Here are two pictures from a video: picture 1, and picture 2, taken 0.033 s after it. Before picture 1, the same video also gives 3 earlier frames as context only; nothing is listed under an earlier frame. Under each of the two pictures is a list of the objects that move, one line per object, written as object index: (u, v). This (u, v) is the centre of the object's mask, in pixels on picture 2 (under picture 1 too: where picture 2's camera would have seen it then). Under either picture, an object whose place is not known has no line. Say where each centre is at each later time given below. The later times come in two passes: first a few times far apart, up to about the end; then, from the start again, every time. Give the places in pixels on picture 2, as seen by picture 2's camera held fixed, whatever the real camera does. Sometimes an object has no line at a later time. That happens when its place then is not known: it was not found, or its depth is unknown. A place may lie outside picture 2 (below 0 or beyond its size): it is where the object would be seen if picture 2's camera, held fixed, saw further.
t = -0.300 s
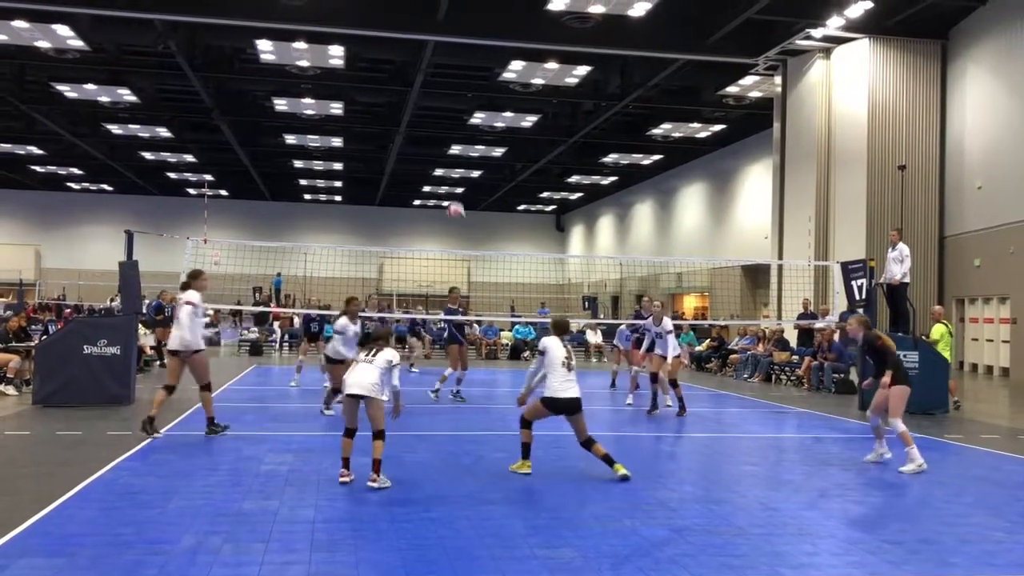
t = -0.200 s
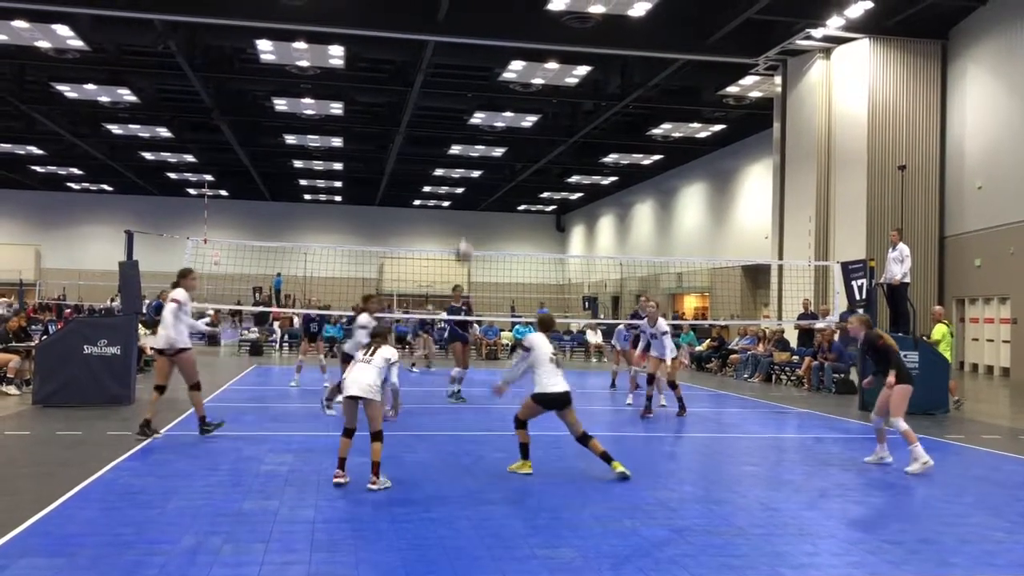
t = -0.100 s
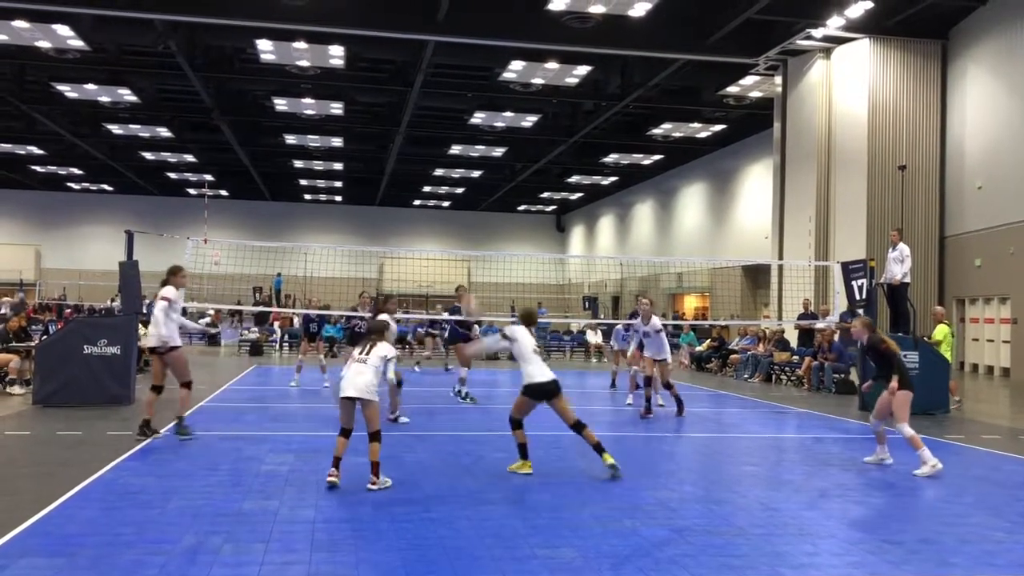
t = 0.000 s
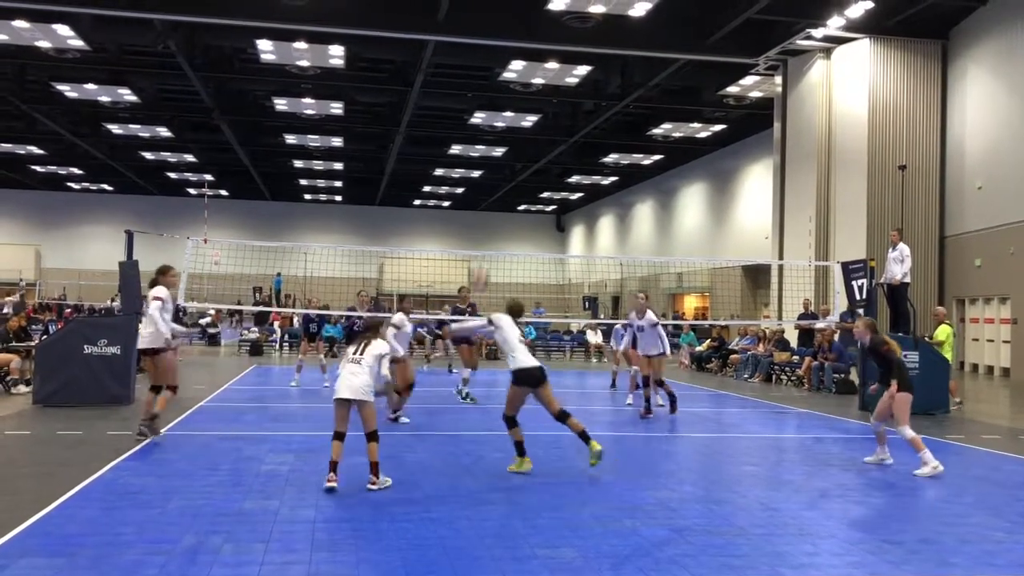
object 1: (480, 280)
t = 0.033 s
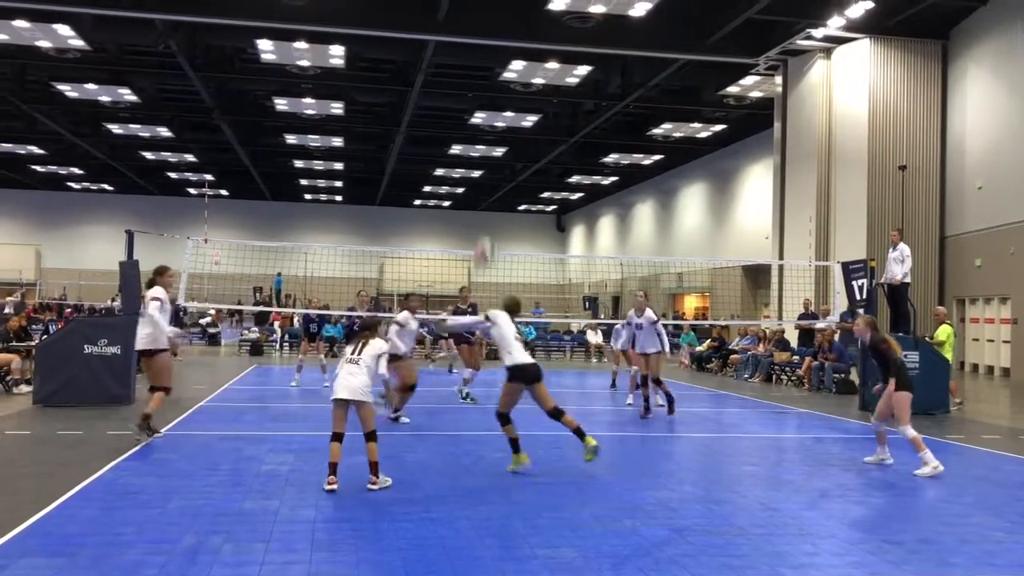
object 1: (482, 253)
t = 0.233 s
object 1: (502, 139)
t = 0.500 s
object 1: (524, 66)
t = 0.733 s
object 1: (540, 58)
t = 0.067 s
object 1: (487, 228)
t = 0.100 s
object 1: (490, 205)
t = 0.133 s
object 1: (493, 189)
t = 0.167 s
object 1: (496, 172)
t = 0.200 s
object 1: (499, 156)
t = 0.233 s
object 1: (502, 139)
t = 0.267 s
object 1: (504, 128)
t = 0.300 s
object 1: (508, 112)
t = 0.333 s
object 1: (510, 102)
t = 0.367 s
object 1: (513, 94)
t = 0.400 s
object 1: (516, 86)
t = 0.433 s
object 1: (518, 79)
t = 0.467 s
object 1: (521, 72)
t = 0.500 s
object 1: (524, 66)
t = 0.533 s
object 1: (527, 62)
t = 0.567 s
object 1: (529, 58)
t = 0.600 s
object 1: (531, 57)
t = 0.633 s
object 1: (533, 55)
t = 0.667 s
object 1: (536, 56)
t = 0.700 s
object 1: (538, 57)
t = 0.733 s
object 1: (540, 58)
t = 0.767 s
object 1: (542, 60)
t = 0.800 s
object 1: (545, 65)
